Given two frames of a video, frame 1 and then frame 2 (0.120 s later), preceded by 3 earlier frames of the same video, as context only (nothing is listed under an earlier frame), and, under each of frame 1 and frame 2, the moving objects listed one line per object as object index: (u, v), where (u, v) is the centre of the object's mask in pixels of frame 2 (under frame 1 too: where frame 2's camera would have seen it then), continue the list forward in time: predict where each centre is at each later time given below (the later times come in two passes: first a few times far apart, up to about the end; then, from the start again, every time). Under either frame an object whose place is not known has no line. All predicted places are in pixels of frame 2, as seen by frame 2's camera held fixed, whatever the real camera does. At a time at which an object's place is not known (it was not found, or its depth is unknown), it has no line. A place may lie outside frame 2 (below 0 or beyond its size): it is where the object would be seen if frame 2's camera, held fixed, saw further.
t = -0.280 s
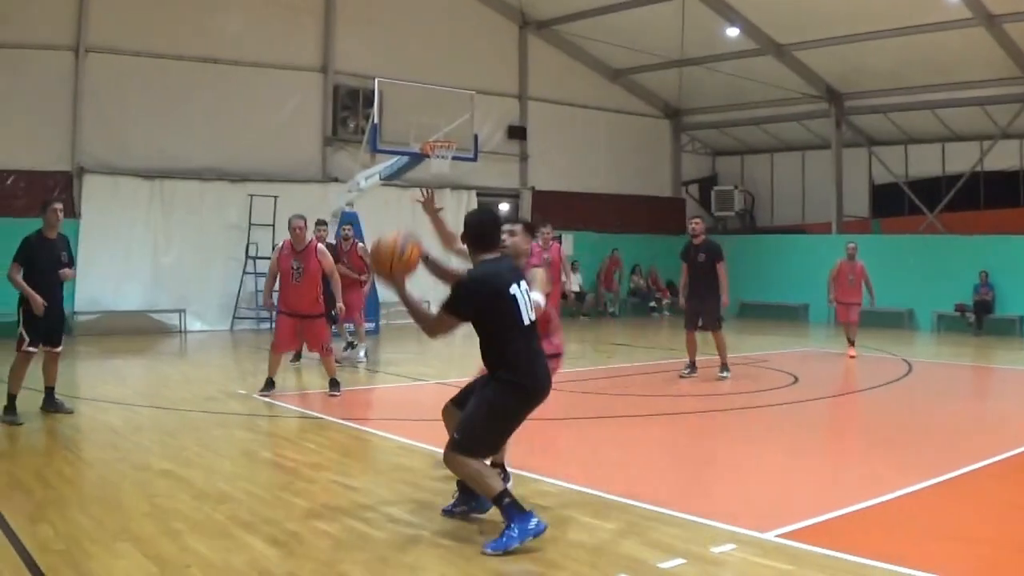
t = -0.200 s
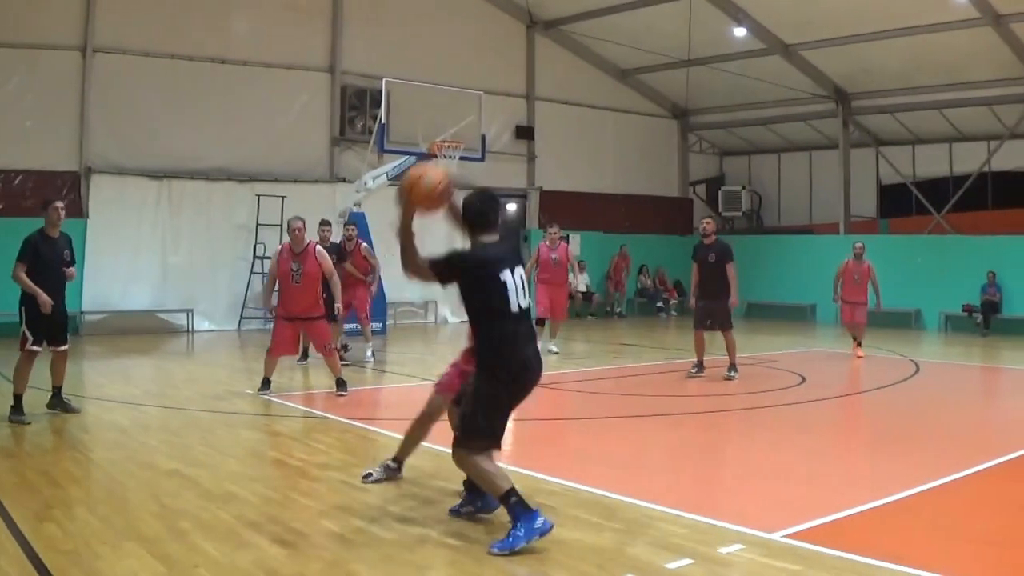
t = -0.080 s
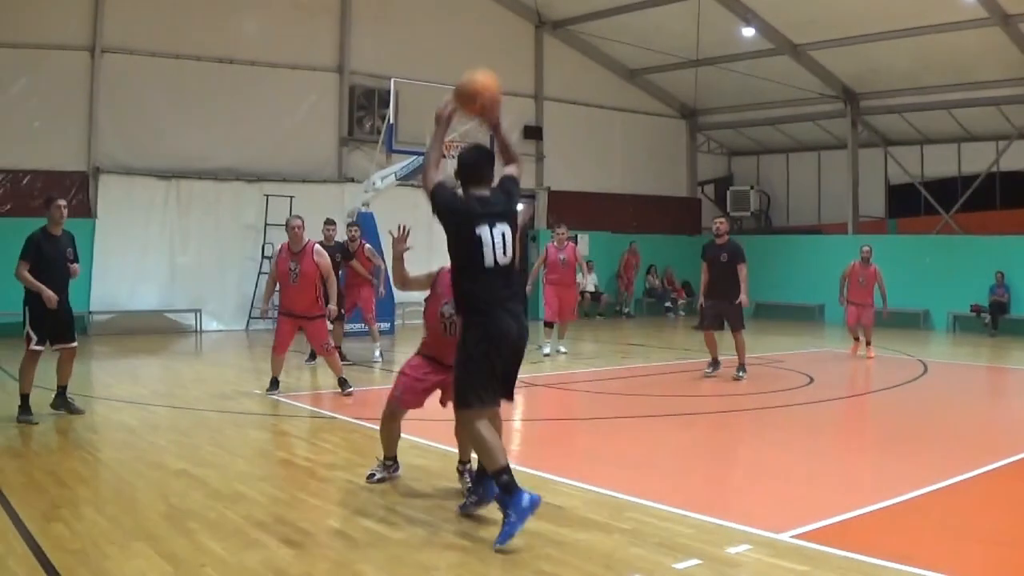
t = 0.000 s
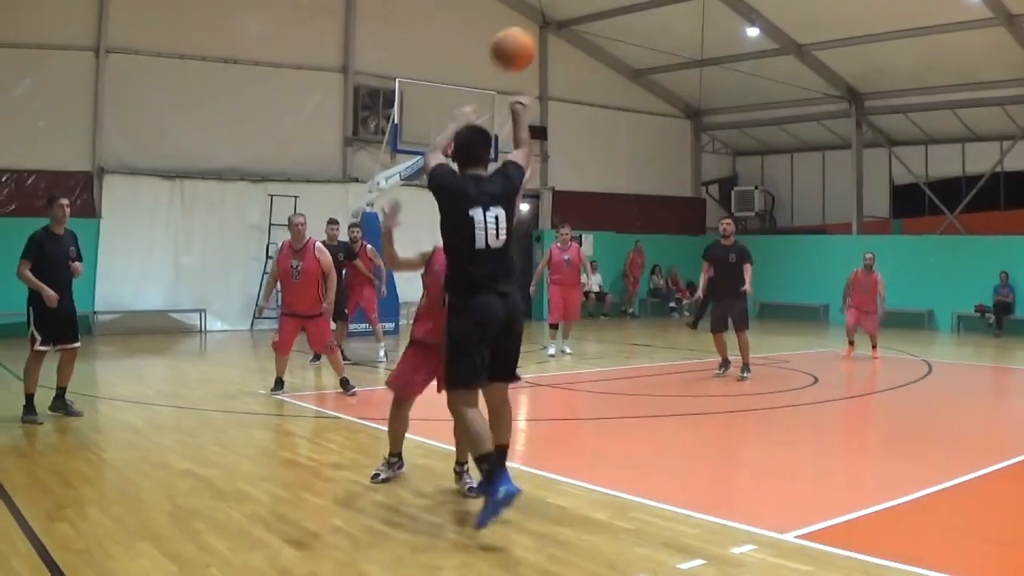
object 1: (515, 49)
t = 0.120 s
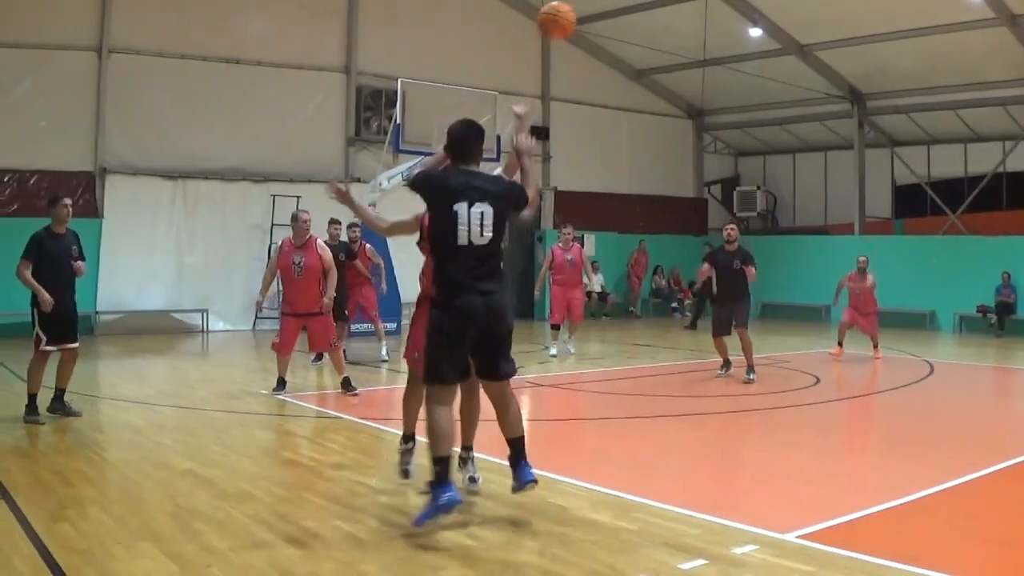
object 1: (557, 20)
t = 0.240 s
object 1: (589, 17)
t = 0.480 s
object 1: (632, 56)
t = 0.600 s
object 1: (647, 89)
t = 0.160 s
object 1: (568, 17)
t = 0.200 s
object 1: (579, 16)
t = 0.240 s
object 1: (589, 17)
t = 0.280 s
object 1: (597, 19)
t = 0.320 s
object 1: (605, 24)
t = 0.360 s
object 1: (612, 30)
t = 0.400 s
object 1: (619, 37)
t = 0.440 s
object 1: (626, 46)
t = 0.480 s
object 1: (632, 56)
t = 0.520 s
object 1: (637, 66)
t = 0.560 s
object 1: (642, 77)
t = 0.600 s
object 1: (647, 89)
